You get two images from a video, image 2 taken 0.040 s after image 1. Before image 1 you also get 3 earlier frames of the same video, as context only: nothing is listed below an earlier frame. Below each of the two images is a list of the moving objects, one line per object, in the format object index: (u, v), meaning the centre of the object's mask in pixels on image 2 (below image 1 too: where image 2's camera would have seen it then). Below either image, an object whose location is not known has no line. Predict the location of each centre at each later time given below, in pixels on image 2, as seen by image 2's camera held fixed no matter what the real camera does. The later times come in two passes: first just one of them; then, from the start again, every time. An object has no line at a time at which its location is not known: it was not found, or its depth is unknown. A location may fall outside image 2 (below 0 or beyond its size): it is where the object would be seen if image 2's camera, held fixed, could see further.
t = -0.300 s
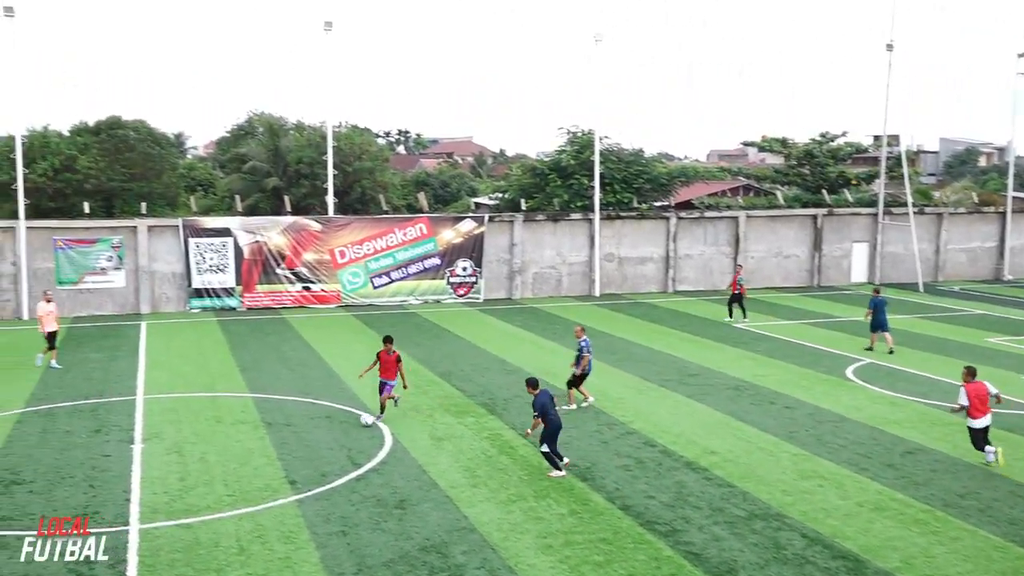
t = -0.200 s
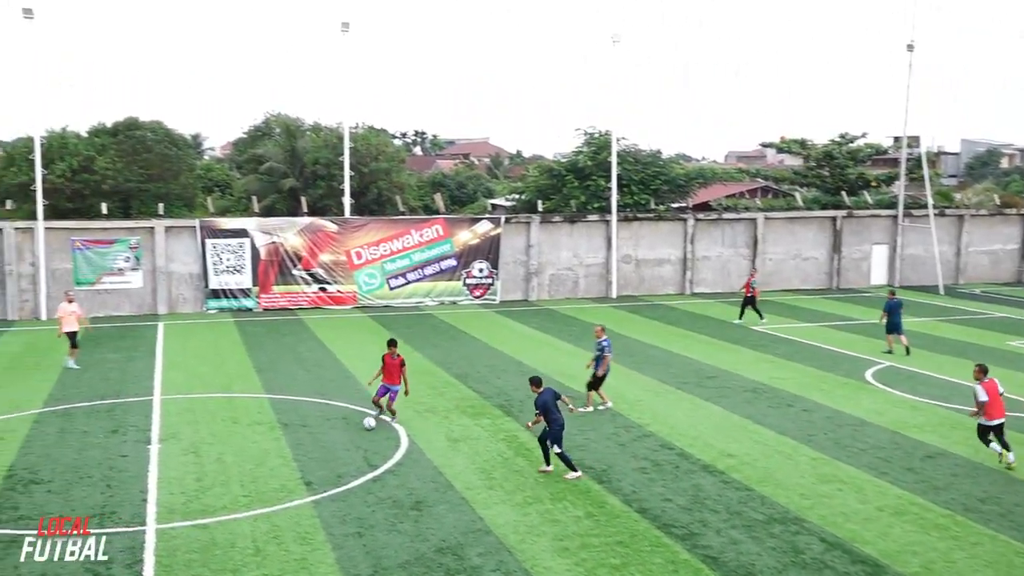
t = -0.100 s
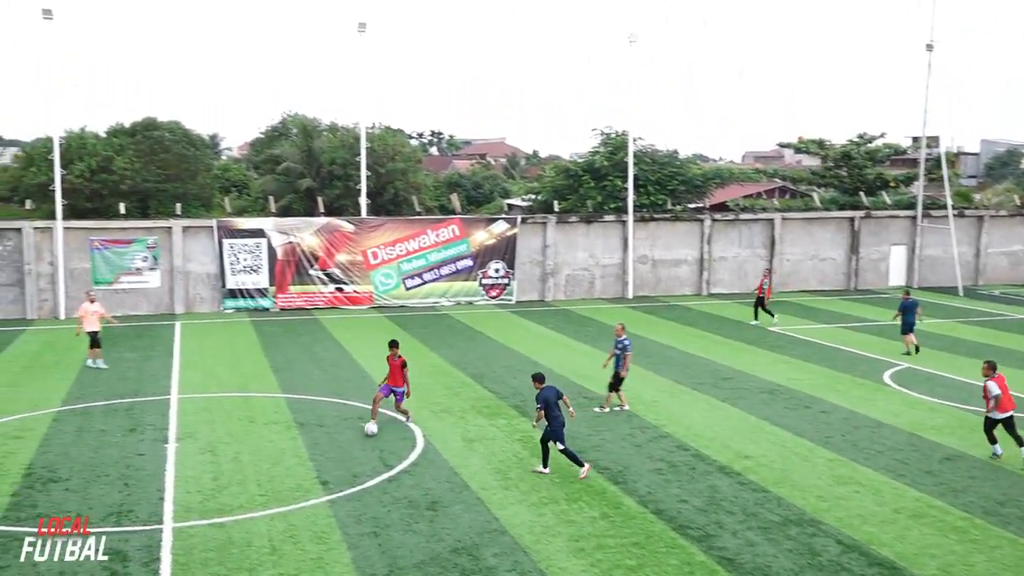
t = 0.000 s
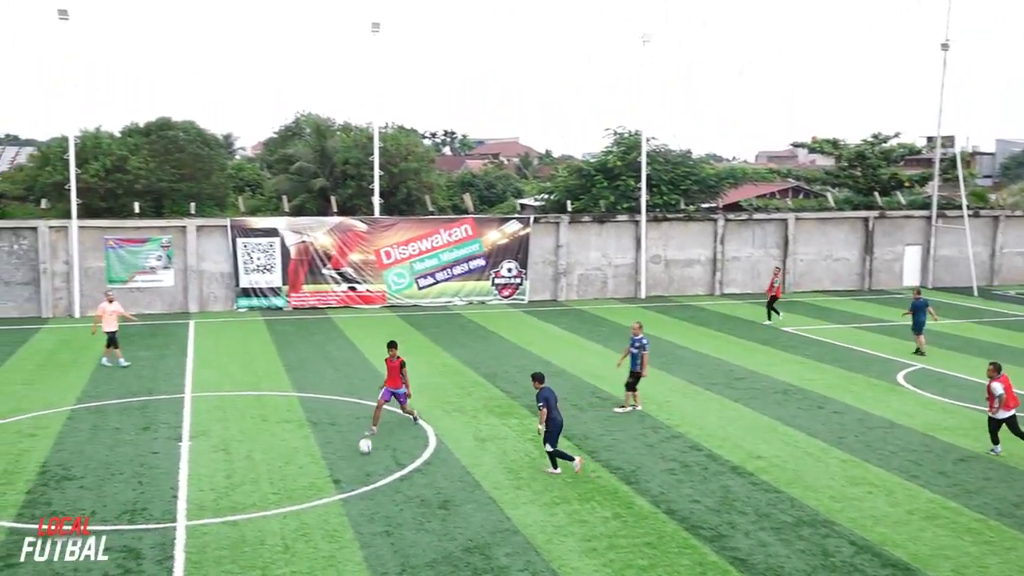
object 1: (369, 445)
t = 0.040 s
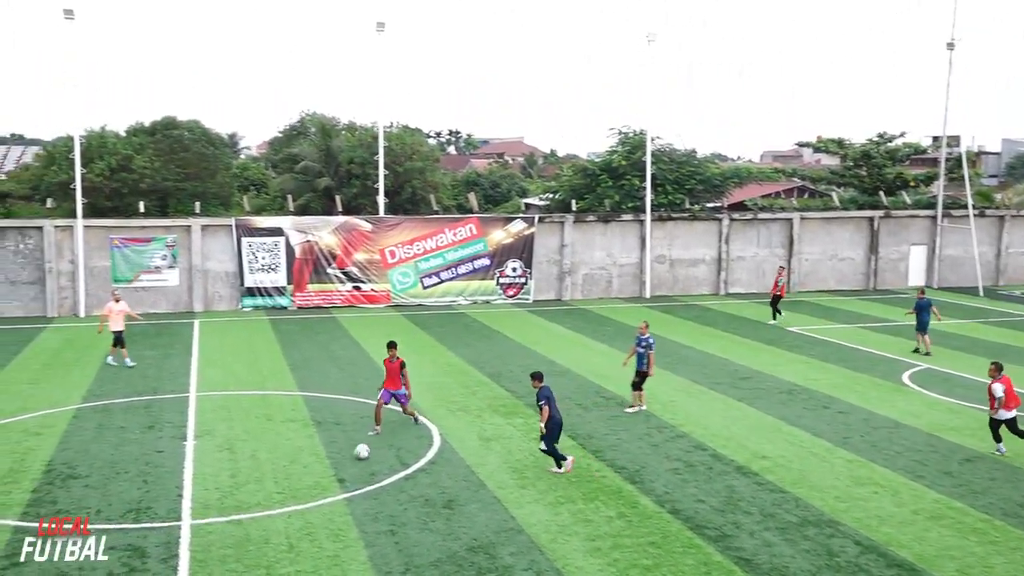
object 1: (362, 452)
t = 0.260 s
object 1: (316, 491)
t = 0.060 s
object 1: (357, 455)
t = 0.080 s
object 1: (354, 458)
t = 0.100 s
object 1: (350, 461)
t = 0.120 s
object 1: (345, 465)
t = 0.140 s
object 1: (341, 470)
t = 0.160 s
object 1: (338, 474)
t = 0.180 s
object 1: (333, 479)
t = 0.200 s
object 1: (329, 483)
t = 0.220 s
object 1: (324, 485)
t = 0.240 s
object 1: (320, 488)
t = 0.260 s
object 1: (316, 491)
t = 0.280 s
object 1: (312, 495)
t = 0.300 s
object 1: (307, 499)
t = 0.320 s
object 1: (302, 503)
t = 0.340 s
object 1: (298, 508)
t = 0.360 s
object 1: (292, 514)
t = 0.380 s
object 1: (287, 519)
